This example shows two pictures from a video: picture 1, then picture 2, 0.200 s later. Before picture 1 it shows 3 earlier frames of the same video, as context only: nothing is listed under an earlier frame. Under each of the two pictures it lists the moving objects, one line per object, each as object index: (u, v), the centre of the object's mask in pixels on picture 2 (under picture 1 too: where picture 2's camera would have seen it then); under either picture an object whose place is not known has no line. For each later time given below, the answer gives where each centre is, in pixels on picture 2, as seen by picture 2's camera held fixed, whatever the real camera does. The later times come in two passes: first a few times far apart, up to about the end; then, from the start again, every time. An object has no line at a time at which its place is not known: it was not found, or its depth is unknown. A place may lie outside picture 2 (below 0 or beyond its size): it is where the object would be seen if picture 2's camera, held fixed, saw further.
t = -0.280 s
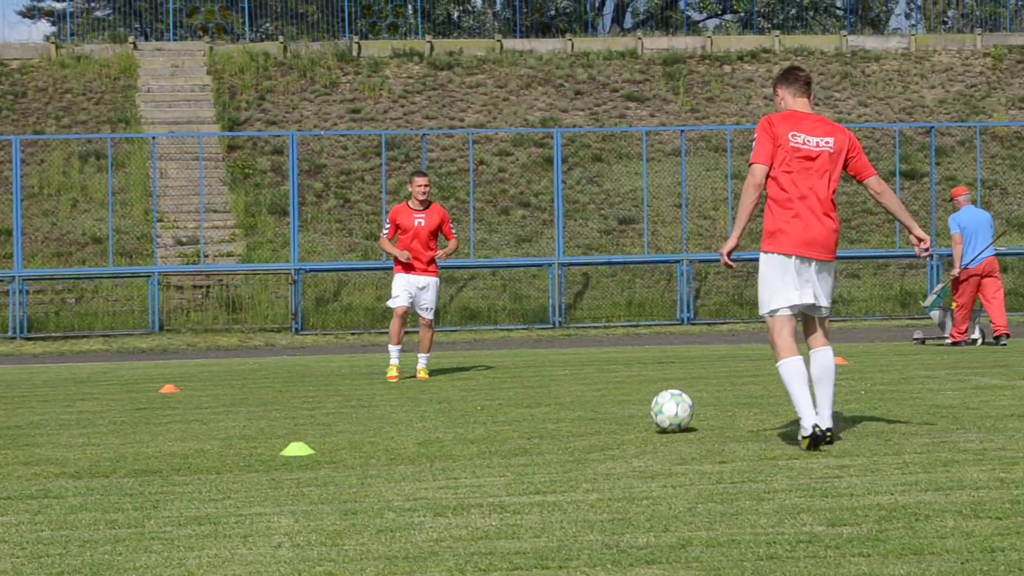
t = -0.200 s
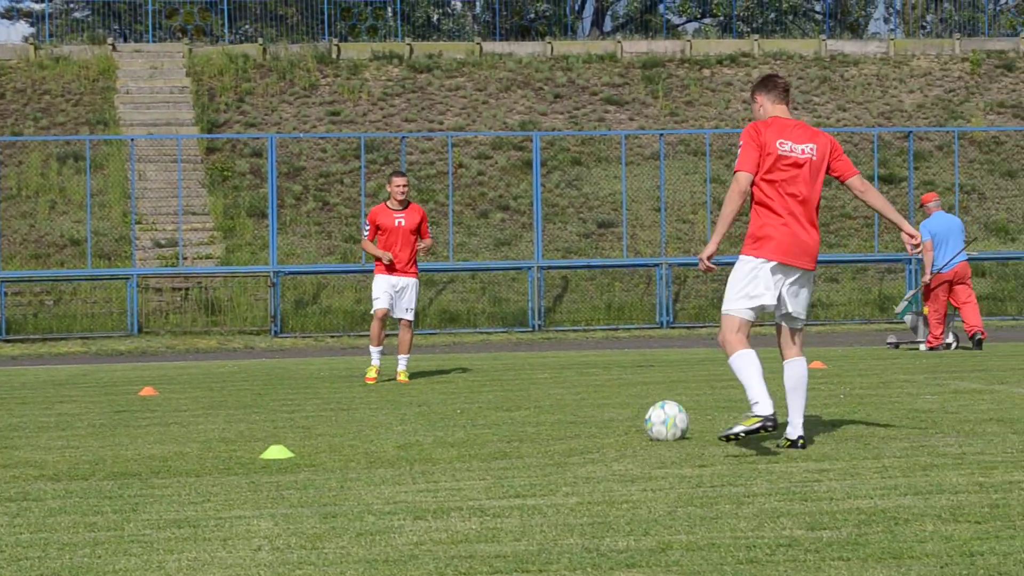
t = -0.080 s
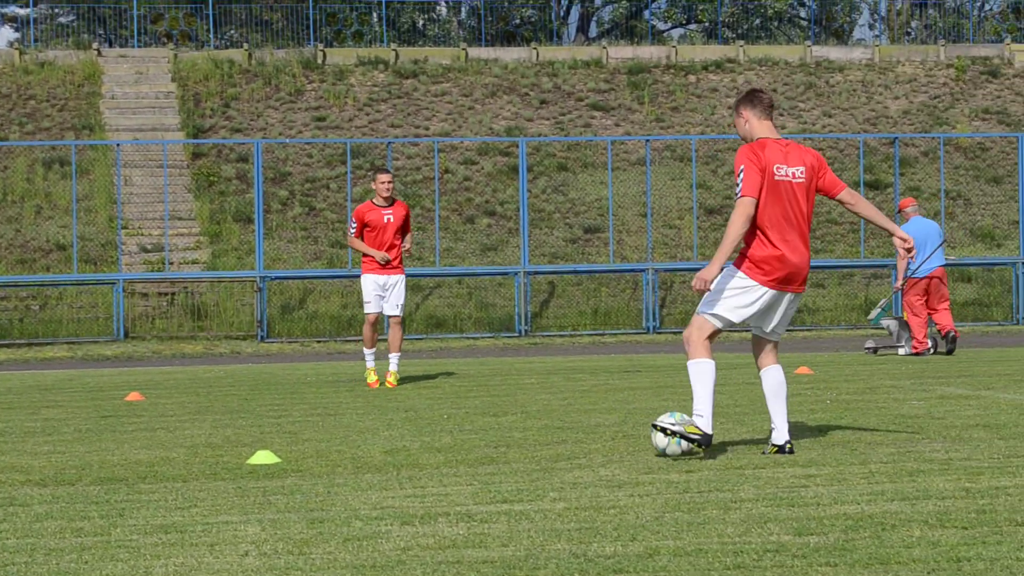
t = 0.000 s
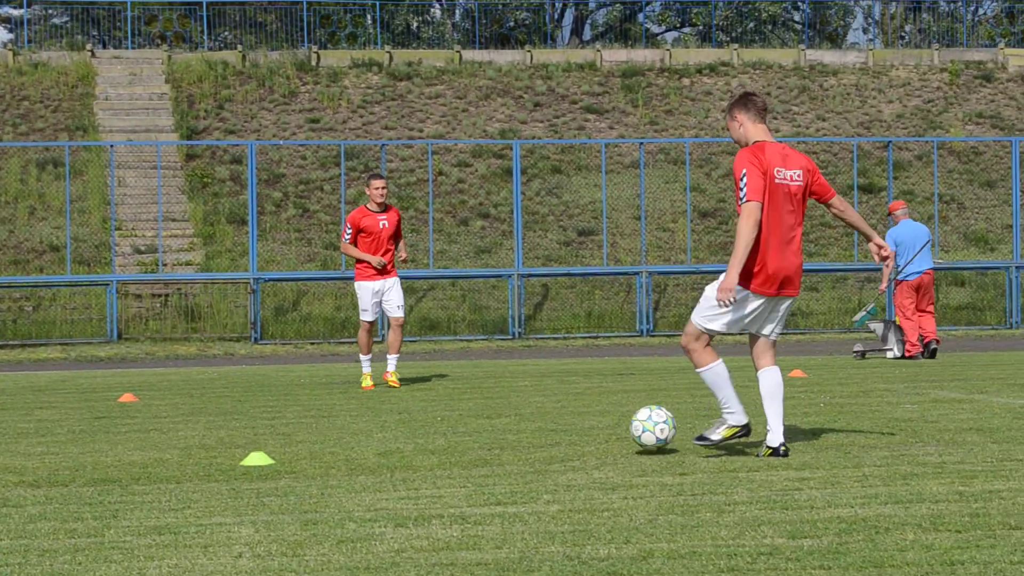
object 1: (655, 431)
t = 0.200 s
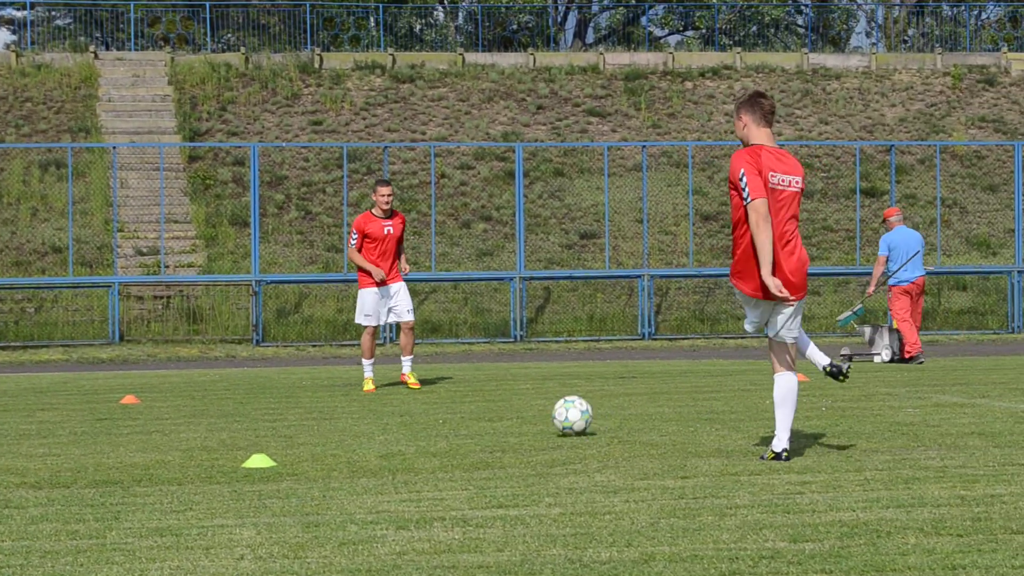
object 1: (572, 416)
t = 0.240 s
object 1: (561, 408)
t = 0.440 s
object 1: (503, 408)
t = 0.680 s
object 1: (453, 401)
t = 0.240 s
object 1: (561, 408)
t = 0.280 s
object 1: (548, 403)
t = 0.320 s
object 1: (536, 401)
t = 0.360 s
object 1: (524, 402)
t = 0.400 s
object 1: (513, 406)
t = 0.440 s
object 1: (503, 408)
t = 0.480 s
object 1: (494, 404)
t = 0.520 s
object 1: (485, 402)
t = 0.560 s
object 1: (477, 403)
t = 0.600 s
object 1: (468, 405)
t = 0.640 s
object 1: (460, 402)
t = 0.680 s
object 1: (453, 401)
